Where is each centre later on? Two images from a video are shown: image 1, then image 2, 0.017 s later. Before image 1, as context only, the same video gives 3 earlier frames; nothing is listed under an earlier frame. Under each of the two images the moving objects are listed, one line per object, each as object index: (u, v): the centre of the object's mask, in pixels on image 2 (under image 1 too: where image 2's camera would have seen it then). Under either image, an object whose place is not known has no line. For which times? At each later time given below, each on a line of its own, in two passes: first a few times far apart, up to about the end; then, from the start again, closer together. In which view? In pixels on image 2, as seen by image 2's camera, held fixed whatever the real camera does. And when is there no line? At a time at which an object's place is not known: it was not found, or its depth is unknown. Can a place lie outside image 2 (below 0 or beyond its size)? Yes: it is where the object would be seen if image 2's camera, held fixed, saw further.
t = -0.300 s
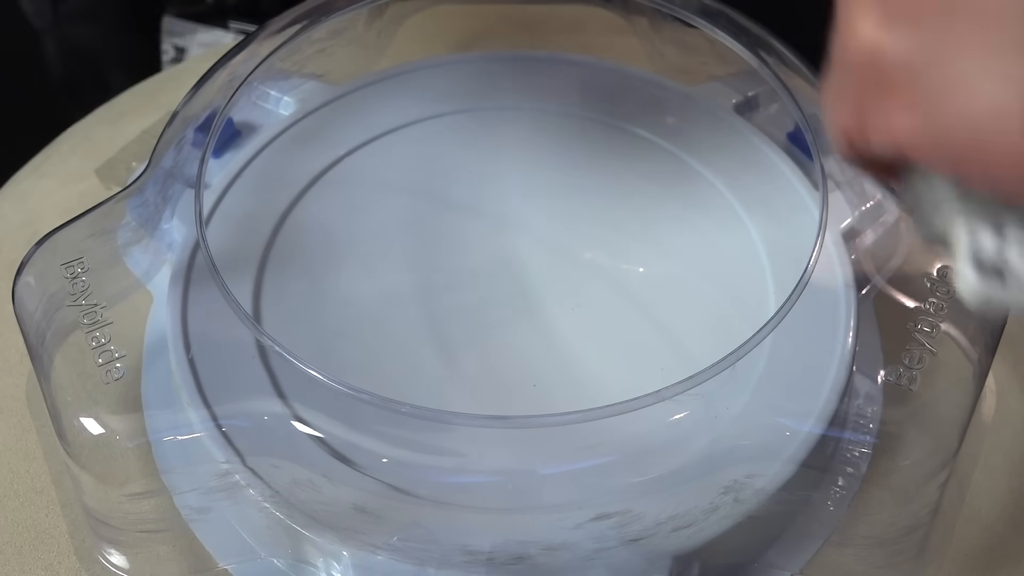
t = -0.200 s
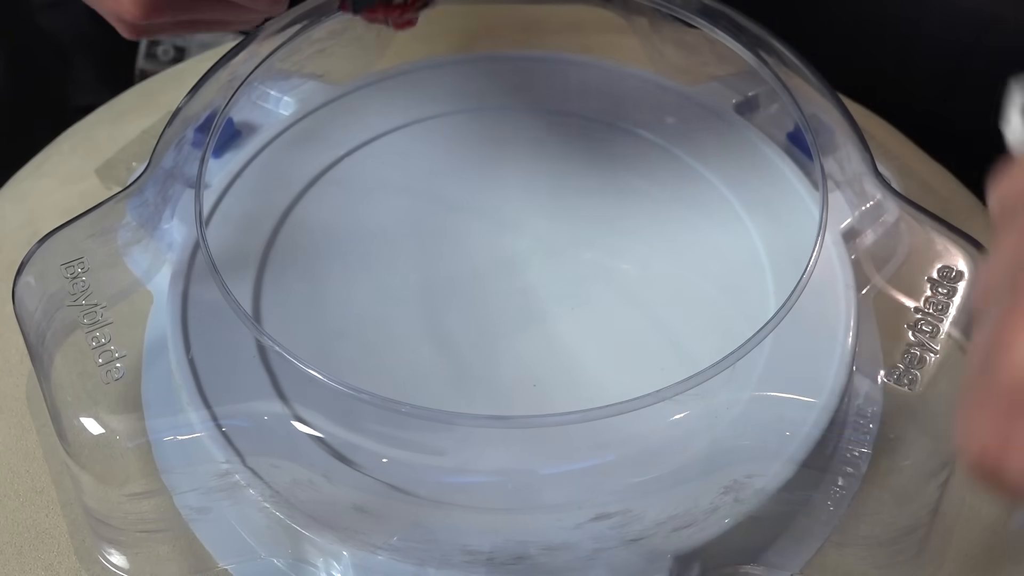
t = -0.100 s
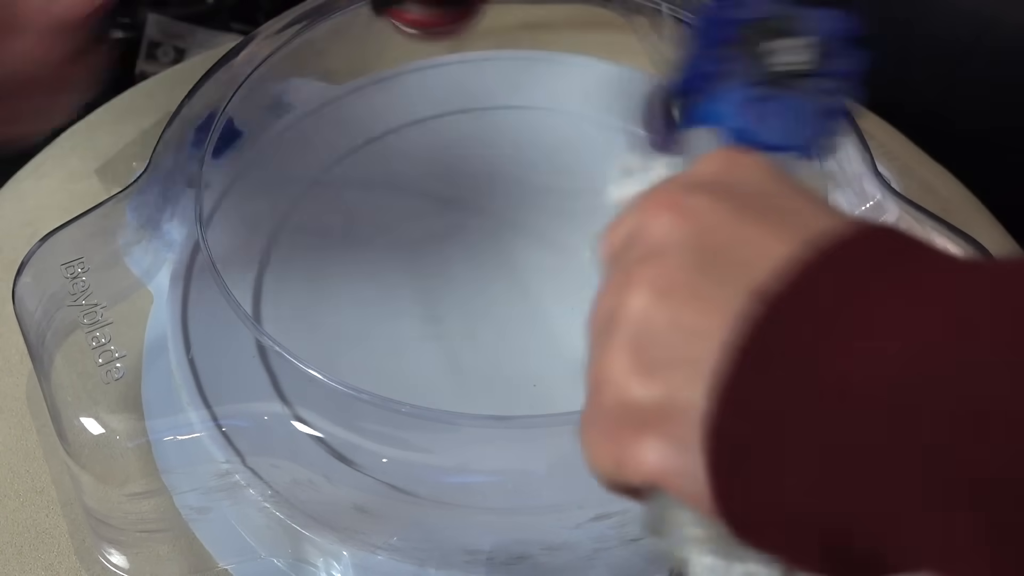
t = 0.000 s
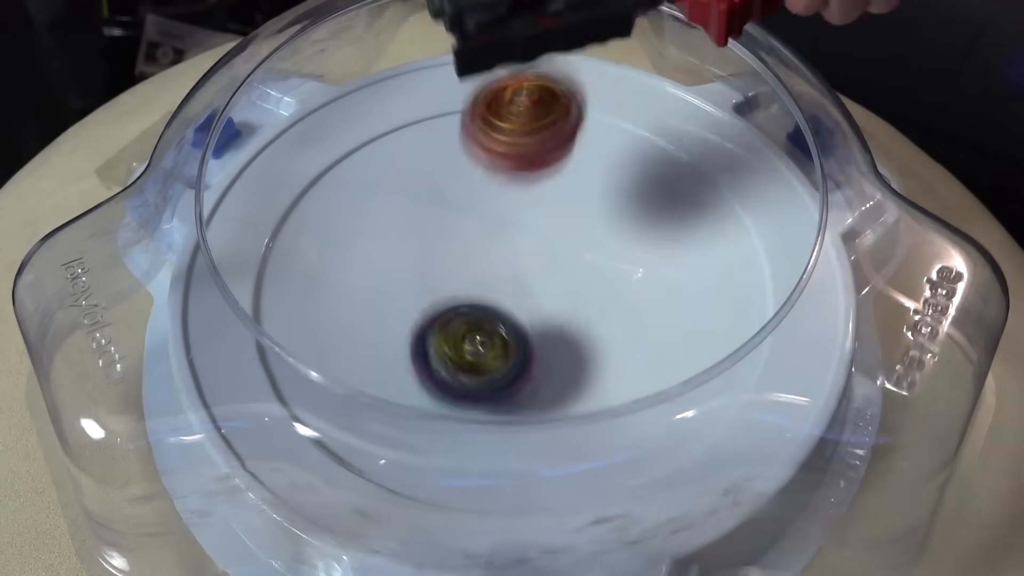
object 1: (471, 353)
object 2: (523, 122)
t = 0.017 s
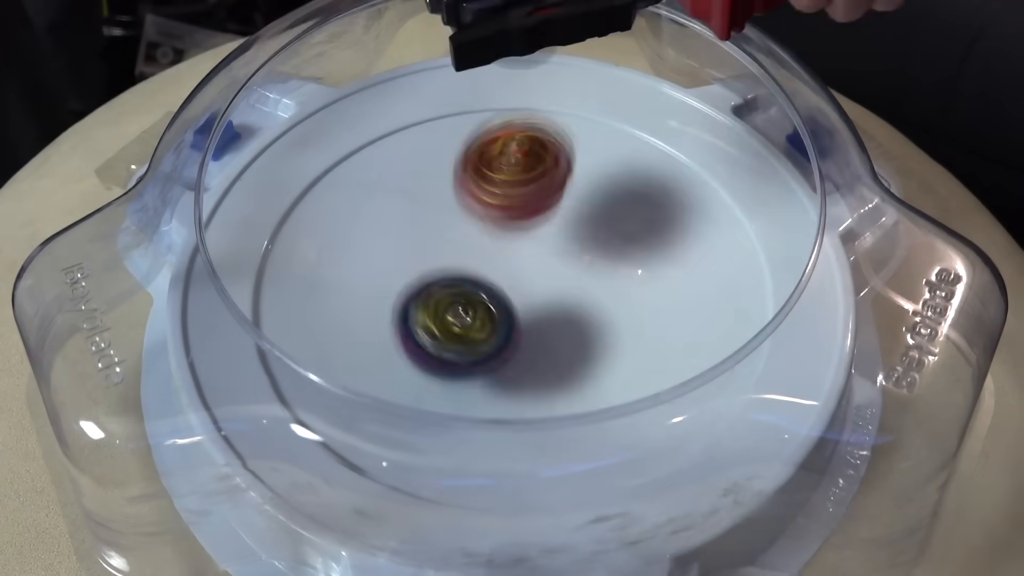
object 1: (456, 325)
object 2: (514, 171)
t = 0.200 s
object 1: (169, 284)
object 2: (533, 193)
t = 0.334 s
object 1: (248, 279)
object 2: (608, 149)
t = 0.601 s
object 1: (568, 259)
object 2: (707, 363)
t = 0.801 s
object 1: (634, 151)
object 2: (323, 418)
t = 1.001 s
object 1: (514, 89)
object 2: (399, 104)
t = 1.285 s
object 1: (627, 301)
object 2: (410, 284)
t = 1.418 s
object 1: (574, 400)
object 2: (460, 346)
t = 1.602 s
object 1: (611, 409)
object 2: (434, 327)
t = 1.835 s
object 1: (639, 206)
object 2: (414, 252)
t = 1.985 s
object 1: (590, 81)
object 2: (379, 226)
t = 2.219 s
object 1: (464, 70)
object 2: (319, 160)
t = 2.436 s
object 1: (678, 128)
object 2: (304, 398)
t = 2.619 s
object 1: (662, 339)
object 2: (582, 478)
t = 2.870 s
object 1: (543, 168)
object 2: (551, 333)
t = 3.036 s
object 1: (516, 106)
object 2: (375, 235)
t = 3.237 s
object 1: (484, 142)
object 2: (186, 271)
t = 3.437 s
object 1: (574, 314)
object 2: (279, 326)
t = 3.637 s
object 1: (747, 344)
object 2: (472, 345)
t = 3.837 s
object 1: (812, 249)
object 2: (635, 311)
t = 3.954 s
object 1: (721, 207)
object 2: (632, 288)
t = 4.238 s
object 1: (452, 189)
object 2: (403, 286)
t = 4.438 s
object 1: (384, 291)
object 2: (296, 381)
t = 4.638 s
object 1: (581, 194)
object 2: (300, 391)
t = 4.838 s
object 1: (560, 88)
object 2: (401, 324)
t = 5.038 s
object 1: (419, 180)
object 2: (548, 358)
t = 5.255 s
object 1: (530, 363)
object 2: (537, 469)
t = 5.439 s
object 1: (695, 275)
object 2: (433, 465)
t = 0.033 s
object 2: (507, 225)
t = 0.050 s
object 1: (425, 278)
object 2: (505, 231)
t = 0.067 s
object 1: (402, 263)
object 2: (501, 227)
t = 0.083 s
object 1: (371, 255)
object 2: (500, 225)
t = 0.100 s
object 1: (340, 247)
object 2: (505, 224)
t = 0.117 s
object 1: (309, 243)
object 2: (510, 225)
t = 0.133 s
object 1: (280, 245)
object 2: (514, 219)
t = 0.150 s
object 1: (253, 251)
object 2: (518, 211)
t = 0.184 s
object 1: (195, 275)
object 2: (527, 200)
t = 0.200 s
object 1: (169, 284)
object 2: (533, 193)
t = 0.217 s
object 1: (181, 277)
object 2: (539, 186)
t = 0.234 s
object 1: (188, 272)
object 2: (546, 179)
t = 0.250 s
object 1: (192, 271)
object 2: (553, 172)
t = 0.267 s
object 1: (200, 275)
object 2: (562, 165)
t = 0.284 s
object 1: (208, 278)
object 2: (572, 159)
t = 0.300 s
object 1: (221, 276)
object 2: (583, 154)
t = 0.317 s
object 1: (234, 277)
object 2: (595, 151)
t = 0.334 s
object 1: (248, 279)
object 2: (608, 149)
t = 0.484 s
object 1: (437, 300)
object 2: (727, 214)
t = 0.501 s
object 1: (458, 297)
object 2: (735, 232)
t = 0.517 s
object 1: (479, 292)
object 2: (740, 252)
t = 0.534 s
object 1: (499, 287)
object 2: (740, 272)
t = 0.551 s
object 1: (518, 281)
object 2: (733, 291)
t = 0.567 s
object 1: (535, 274)
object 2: (722, 310)
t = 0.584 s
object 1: (552, 266)
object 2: (719, 340)
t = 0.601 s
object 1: (568, 259)
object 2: (707, 363)
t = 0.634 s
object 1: (594, 241)
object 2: (668, 408)
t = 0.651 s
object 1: (606, 232)
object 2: (641, 427)
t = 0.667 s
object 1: (615, 223)
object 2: (612, 444)
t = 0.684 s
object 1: (623, 214)
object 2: (581, 470)
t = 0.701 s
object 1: (629, 205)
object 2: (547, 478)
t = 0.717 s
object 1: (634, 194)
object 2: (508, 480)
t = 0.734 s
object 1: (637, 186)
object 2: (469, 478)
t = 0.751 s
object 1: (638, 176)
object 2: (430, 470)
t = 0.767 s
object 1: (638, 168)
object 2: (394, 450)
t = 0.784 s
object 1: (636, 159)
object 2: (356, 435)
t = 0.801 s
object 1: (634, 151)
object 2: (323, 418)
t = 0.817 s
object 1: (629, 143)
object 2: (297, 392)
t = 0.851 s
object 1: (616, 128)
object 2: (266, 333)
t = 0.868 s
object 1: (608, 121)
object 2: (255, 302)
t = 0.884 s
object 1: (598, 116)
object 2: (252, 272)
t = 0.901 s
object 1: (587, 110)
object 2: (262, 241)
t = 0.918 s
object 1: (574, 105)
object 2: (268, 210)
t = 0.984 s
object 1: (514, 93)
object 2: (376, 114)
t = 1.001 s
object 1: (514, 89)
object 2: (399, 104)
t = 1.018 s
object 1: (549, 75)
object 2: (393, 112)
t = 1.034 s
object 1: (584, 65)
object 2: (388, 121)
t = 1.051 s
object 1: (617, 60)
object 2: (384, 131)
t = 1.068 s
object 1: (641, 66)
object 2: (380, 142)
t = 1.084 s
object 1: (645, 85)
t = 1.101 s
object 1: (648, 100)
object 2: (375, 161)
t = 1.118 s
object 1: (651, 117)
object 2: (376, 173)
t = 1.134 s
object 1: (654, 138)
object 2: (376, 184)
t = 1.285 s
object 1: (627, 301)
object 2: (410, 284)
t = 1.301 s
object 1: (620, 317)
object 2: (416, 295)
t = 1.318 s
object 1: (613, 330)
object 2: (423, 303)
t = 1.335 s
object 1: (605, 346)
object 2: (431, 313)
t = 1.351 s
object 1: (596, 356)
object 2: (438, 322)
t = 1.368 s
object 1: (586, 365)
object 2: (446, 330)
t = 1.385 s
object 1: (577, 372)
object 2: (454, 337)
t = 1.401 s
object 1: (571, 389)
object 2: (460, 343)
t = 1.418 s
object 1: (574, 400)
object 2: (460, 346)
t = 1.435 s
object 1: (575, 410)
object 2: (458, 346)
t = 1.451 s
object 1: (577, 415)
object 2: (455, 347)
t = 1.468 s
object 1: (582, 427)
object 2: (453, 348)
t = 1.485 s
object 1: (585, 431)
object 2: (451, 348)
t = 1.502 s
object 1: (589, 434)
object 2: (447, 344)
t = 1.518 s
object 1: (594, 434)
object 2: (445, 343)
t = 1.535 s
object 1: (597, 432)
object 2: (443, 342)
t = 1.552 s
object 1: (601, 430)
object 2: (440, 336)
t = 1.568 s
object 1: (604, 425)
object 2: (438, 335)
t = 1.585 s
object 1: (607, 421)
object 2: (436, 332)
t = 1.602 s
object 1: (611, 409)
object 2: (434, 327)
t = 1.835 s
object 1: (639, 206)
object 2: (414, 252)
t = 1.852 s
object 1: (639, 190)
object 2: (412, 247)
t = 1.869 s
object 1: (638, 174)
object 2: (409, 243)
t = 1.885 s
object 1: (635, 158)
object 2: (406, 240)
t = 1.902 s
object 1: (631, 143)
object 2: (403, 237)
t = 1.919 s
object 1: (625, 128)
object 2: (399, 234)
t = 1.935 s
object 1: (619, 116)
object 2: (395, 232)
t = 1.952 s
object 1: (610, 102)
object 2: (390, 230)
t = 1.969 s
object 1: (602, 91)
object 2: (385, 228)
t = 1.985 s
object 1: (590, 81)
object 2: (379, 226)
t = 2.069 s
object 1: (538, 53)
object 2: (343, 216)
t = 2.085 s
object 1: (529, 50)
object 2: (336, 213)
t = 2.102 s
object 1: (519, 48)
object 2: (329, 208)
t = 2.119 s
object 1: (511, 47)
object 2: (323, 203)
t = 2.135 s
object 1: (502, 49)
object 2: (318, 198)
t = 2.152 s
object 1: (493, 50)
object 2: (315, 191)
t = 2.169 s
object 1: (485, 54)
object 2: (313, 184)
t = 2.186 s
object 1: (478, 58)
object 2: (313, 176)
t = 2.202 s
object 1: (470, 63)
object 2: (315, 168)
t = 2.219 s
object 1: (464, 70)
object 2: (319, 160)
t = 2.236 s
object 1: (458, 77)
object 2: (326, 153)
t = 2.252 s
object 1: (452, 85)
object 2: (336, 147)
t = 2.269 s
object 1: (445, 97)
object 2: (348, 143)
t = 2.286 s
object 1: (469, 91)
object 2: (328, 157)
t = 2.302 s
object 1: (502, 80)
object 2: (302, 179)
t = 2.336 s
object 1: (567, 72)
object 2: (271, 233)
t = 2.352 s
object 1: (598, 72)
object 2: (266, 261)
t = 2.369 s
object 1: (631, 72)
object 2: (276, 284)
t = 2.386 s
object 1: (656, 74)
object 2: (268, 316)
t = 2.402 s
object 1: (664, 88)
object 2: (279, 345)
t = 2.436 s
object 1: (678, 128)
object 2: (304, 398)
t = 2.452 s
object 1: (683, 151)
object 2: (323, 419)
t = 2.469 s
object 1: (687, 171)
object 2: (343, 447)
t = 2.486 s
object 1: (690, 192)
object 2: (371, 464)
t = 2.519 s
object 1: (691, 232)
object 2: (422, 488)
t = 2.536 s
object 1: (690, 252)
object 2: (448, 498)
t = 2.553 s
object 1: (687, 272)
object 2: (476, 502)
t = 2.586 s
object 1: (678, 308)
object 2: (532, 493)
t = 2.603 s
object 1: (671, 325)
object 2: (556, 486)
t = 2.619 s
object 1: (662, 339)
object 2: (582, 478)
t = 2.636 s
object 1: (653, 347)
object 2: (602, 469)
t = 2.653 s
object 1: (644, 354)
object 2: (625, 458)
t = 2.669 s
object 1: (633, 356)
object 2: (647, 474)
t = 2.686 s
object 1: (624, 345)
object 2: (657, 479)
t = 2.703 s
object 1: (614, 330)
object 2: (652, 465)
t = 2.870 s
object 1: (543, 168)
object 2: (551, 333)
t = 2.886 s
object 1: (539, 159)
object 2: (537, 315)
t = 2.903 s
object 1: (536, 150)
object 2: (523, 296)
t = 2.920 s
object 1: (532, 145)
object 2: (508, 279)
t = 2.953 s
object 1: (522, 139)
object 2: (479, 247)
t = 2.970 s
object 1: (516, 140)
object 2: (465, 233)
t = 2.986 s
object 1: (514, 136)
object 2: (448, 226)
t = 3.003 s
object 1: (516, 124)
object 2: (423, 229)
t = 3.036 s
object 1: (516, 106)
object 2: (375, 235)
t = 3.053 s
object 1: (515, 99)
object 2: (350, 237)
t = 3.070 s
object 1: (513, 94)
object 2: (325, 241)
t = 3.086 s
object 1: (511, 91)
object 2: (298, 242)
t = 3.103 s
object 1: (508, 89)
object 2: (271, 242)
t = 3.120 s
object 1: (505, 89)
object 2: (257, 241)
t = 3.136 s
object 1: (501, 91)
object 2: (253, 242)
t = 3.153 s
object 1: (498, 96)
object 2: (229, 250)
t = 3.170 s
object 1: (495, 101)
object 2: (215, 254)
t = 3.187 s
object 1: (492, 108)
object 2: (201, 257)
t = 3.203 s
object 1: (489, 118)
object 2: (192, 261)
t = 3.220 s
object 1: (486, 129)
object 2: (188, 266)
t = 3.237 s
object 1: (484, 142)
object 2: (186, 271)
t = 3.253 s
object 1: (483, 156)
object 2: (186, 277)
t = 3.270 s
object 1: (483, 170)
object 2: (187, 282)
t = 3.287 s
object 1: (486, 186)
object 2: (191, 288)
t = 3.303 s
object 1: (490, 201)
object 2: (197, 295)
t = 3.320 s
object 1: (496, 217)
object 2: (205, 299)
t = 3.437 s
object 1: (574, 314)
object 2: (279, 326)
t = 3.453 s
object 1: (589, 324)
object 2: (292, 333)
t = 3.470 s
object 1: (605, 334)
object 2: (306, 335)
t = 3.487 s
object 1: (620, 342)
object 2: (325, 331)
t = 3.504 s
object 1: (635, 345)
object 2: (339, 336)
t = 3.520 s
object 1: (649, 346)
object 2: (353, 340)
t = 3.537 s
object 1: (666, 350)
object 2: (369, 344)
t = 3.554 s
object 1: (682, 353)
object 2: (386, 347)
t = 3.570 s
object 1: (697, 354)
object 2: (403, 348)
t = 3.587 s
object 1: (711, 354)
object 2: (421, 349)
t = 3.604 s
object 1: (725, 354)
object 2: (438, 347)
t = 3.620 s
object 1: (736, 350)
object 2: (455, 347)
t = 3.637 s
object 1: (747, 344)
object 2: (472, 345)
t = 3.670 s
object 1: (763, 330)
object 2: (506, 342)
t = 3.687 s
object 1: (770, 324)
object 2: (522, 339)
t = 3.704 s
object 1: (777, 314)
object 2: (538, 337)
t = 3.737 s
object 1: (787, 300)
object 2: (568, 332)
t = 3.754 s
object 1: (794, 291)
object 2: (582, 328)
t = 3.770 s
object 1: (804, 285)
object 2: (595, 325)
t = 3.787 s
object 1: (809, 276)
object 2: (607, 321)
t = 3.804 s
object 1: (813, 268)
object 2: (619, 318)
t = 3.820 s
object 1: (818, 257)
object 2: (628, 314)
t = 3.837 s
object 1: (812, 249)
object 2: (635, 311)
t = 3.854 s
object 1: (796, 241)
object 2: (642, 307)
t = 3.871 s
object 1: (773, 236)
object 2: (648, 304)
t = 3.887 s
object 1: (766, 231)
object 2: (653, 301)
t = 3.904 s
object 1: (753, 225)
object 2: (656, 298)
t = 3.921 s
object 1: (736, 222)
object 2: (656, 296)
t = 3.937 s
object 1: (728, 210)
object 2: (645, 292)
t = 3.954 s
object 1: (721, 207)
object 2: (632, 288)
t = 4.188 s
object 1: (504, 178)
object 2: (434, 265)
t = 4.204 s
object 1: (484, 184)
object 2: (424, 266)
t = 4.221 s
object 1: (466, 188)
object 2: (413, 274)
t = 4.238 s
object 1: (452, 189)
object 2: (403, 286)
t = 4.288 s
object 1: (412, 202)
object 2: (371, 324)
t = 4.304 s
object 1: (400, 209)
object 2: (358, 336)
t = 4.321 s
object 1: (390, 218)
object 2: (348, 342)
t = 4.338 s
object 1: (381, 229)
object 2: (329, 356)
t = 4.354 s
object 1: (374, 240)
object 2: (313, 364)
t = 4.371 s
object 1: (368, 253)
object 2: (296, 372)
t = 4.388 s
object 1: (364, 267)
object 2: (302, 362)
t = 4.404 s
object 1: (364, 279)
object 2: (304, 360)
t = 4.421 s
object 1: (370, 290)
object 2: (308, 360)
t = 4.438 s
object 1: (384, 291)
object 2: (296, 381)
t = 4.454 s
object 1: (404, 287)
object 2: (291, 392)
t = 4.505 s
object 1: (465, 270)
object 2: (280, 434)
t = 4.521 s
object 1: (482, 263)
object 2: (278, 438)
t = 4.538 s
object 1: (501, 254)
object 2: (279, 432)
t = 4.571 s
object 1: (534, 236)
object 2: (283, 423)
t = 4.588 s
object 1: (548, 227)
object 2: (284, 418)
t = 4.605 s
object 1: (561, 215)
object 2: (287, 412)
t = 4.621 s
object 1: (572, 204)
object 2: (294, 399)
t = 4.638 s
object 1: (581, 194)
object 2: (300, 391)
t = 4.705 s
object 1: (603, 149)
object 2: (328, 362)
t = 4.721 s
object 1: (605, 140)
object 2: (343, 348)
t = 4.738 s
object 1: (602, 129)
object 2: (349, 345)
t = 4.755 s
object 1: (599, 120)
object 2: (355, 343)
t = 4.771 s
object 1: (595, 111)
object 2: (364, 339)
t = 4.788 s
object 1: (589, 102)
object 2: (371, 335)
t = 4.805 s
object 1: (580, 95)
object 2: (380, 330)
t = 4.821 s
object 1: (571, 88)
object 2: (391, 327)
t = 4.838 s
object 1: (560, 88)
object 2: (401, 324)
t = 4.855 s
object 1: (545, 90)
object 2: (413, 322)
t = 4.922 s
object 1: (494, 102)
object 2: (459, 323)
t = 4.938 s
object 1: (481, 105)
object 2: (472, 325)
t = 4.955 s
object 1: (468, 114)
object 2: (484, 329)
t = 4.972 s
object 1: (455, 123)
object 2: (497, 333)
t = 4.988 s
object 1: (443, 134)
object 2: (511, 338)
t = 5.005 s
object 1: (433, 149)
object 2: (524, 344)
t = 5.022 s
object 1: (424, 163)
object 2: (536, 350)
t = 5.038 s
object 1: (419, 180)
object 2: (548, 358)
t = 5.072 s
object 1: (413, 213)
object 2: (568, 369)
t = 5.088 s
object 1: (413, 231)
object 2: (575, 374)
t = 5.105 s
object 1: (417, 250)
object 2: (579, 378)
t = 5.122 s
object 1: (421, 267)
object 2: (584, 396)
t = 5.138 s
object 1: (428, 284)
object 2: (586, 406)
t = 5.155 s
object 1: (439, 302)
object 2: (587, 413)
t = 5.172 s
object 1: (449, 315)
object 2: (585, 428)
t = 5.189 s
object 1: (462, 330)
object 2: (581, 440)
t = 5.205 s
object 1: (478, 343)
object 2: (573, 449)
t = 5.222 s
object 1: (494, 353)
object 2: (564, 464)
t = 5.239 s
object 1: (511, 361)
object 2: (551, 466)
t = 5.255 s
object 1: (530, 363)
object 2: (537, 469)
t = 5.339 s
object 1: (612, 333)
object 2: (468, 482)
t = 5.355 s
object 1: (627, 324)
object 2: (459, 487)
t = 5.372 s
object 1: (642, 317)
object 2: (451, 491)
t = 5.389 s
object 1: (659, 308)
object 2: (444, 490)
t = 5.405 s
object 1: (671, 298)
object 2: (440, 481)
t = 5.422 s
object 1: (685, 286)
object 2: (435, 475)
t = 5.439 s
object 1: (695, 275)
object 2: (433, 465)
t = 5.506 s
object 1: (715, 227)
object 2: (426, 424)
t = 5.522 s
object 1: (717, 215)
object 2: (426, 405)
